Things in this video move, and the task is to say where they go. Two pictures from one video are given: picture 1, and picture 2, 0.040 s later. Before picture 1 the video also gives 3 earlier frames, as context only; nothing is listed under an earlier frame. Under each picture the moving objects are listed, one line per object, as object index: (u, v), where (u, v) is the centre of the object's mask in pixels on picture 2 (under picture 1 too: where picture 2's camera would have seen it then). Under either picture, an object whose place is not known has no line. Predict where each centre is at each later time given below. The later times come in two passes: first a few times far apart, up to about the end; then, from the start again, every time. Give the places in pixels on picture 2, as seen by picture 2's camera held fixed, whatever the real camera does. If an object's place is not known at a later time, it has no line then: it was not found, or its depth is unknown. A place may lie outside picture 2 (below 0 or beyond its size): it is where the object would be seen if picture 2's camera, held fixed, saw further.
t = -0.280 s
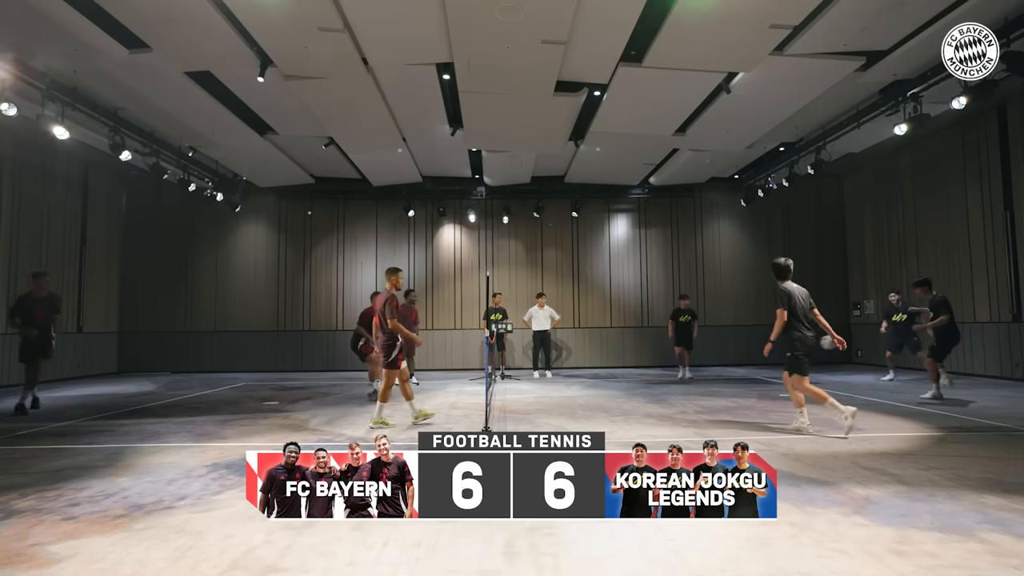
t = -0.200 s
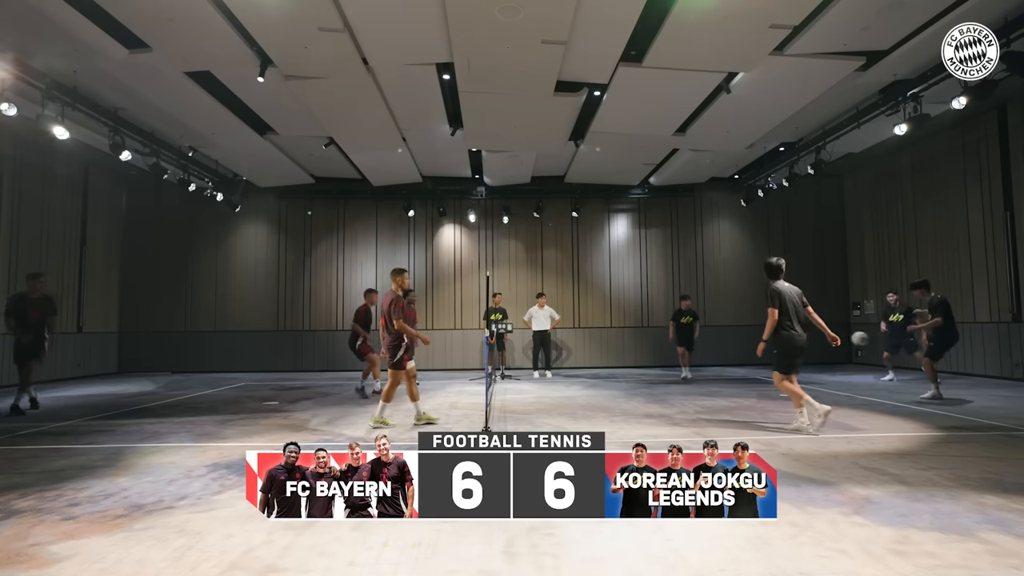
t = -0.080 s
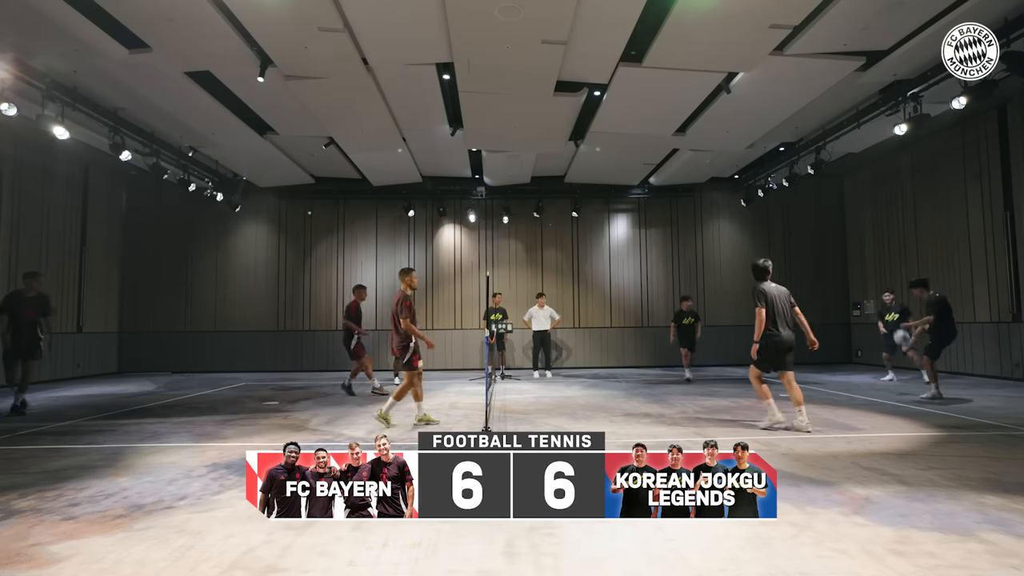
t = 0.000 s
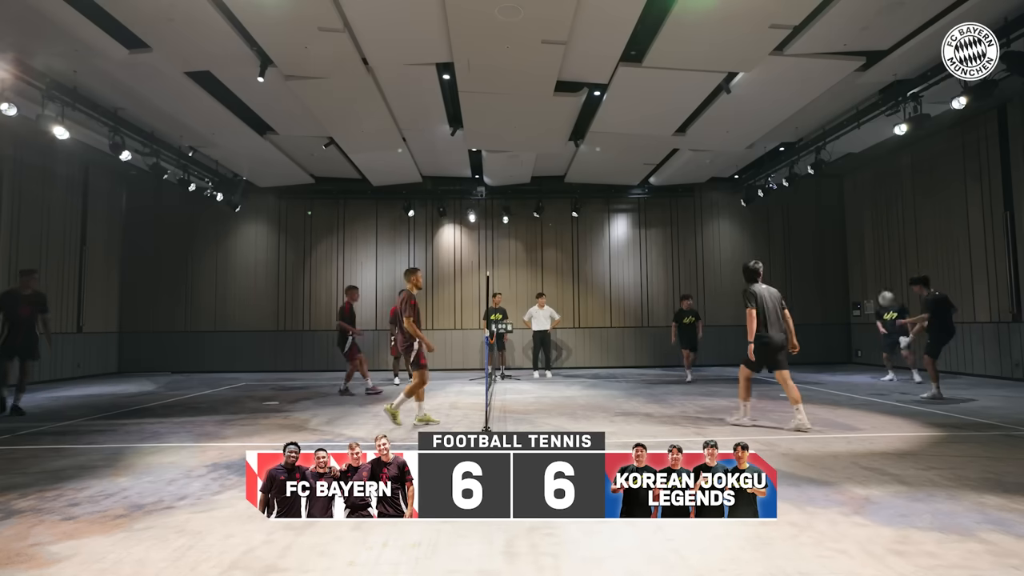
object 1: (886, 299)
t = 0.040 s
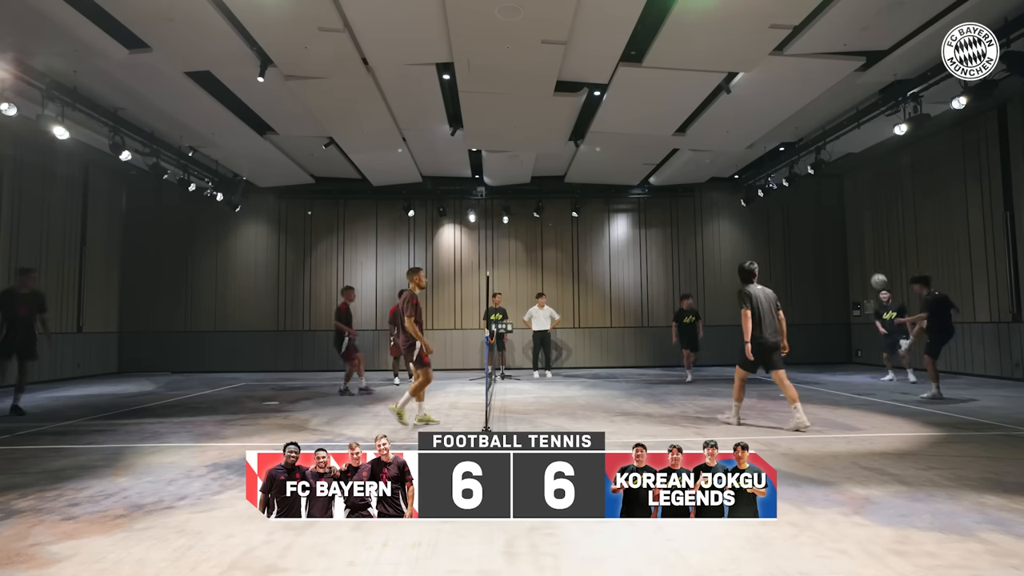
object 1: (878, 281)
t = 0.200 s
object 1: (851, 223)
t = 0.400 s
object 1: (820, 176)
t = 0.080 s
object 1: (871, 265)
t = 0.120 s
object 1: (865, 250)
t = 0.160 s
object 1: (858, 236)
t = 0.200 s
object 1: (851, 223)
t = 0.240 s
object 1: (845, 212)
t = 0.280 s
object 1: (838, 201)
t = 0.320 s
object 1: (832, 192)
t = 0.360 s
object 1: (826, 183)
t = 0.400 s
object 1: (820, 176)
